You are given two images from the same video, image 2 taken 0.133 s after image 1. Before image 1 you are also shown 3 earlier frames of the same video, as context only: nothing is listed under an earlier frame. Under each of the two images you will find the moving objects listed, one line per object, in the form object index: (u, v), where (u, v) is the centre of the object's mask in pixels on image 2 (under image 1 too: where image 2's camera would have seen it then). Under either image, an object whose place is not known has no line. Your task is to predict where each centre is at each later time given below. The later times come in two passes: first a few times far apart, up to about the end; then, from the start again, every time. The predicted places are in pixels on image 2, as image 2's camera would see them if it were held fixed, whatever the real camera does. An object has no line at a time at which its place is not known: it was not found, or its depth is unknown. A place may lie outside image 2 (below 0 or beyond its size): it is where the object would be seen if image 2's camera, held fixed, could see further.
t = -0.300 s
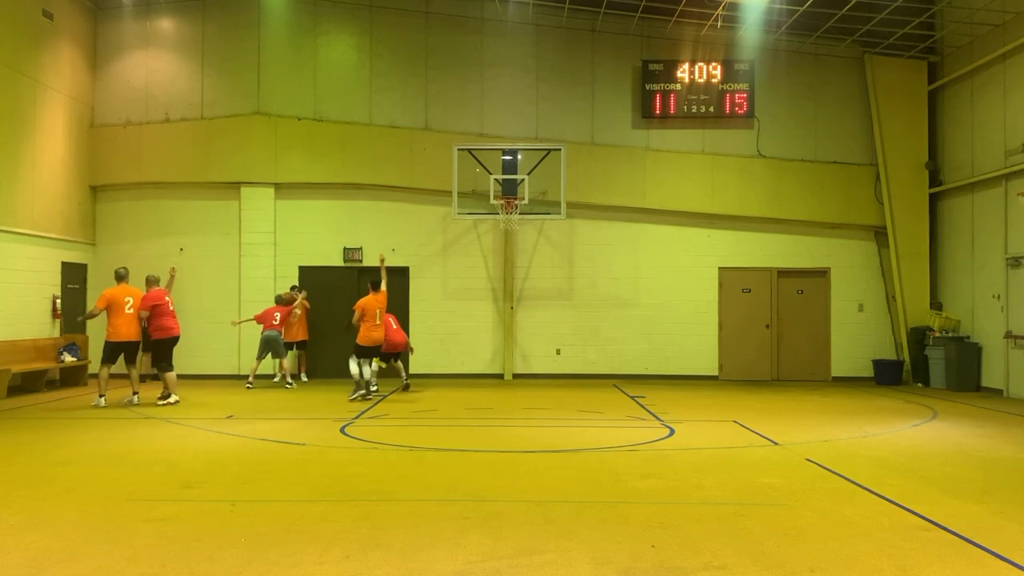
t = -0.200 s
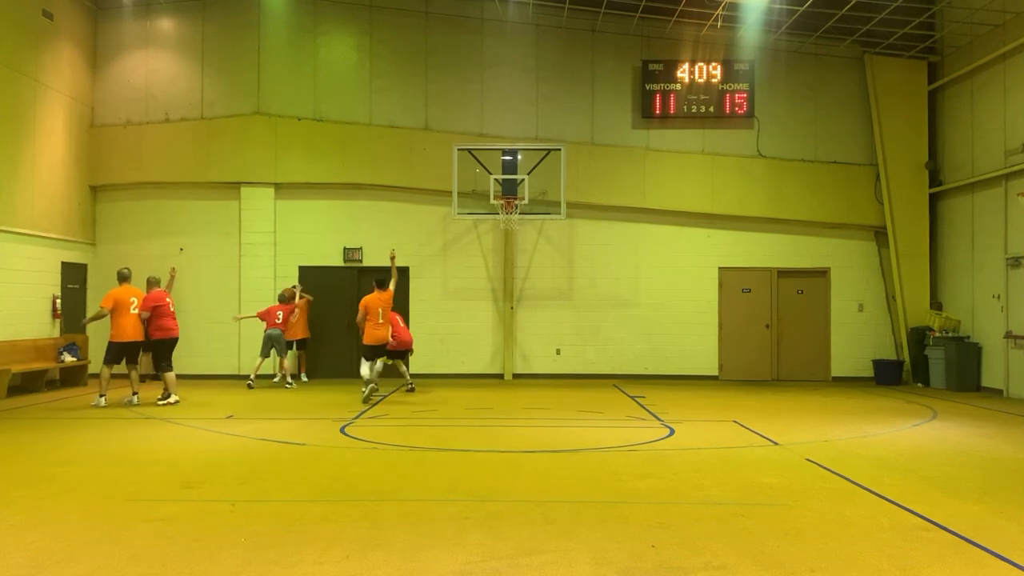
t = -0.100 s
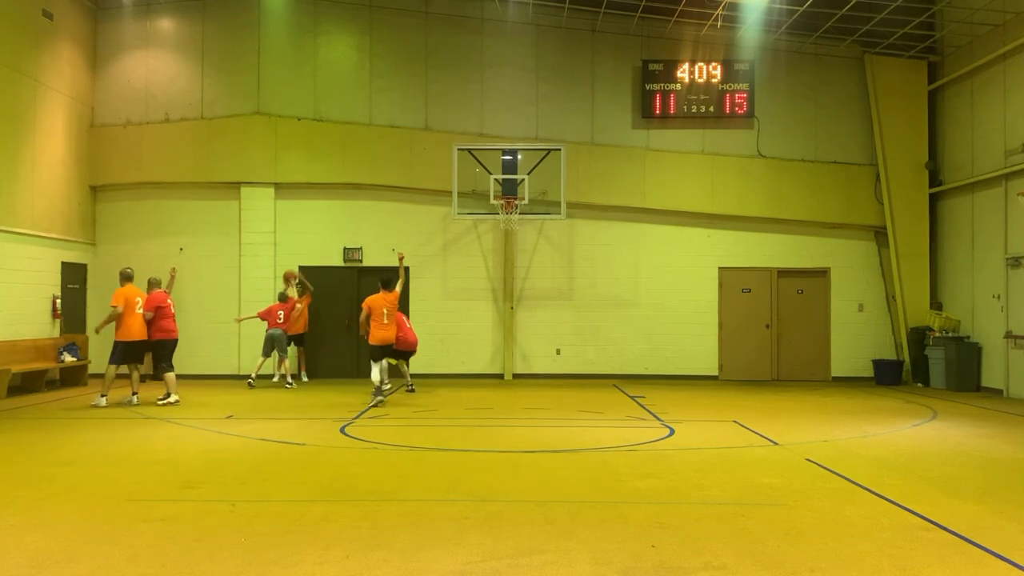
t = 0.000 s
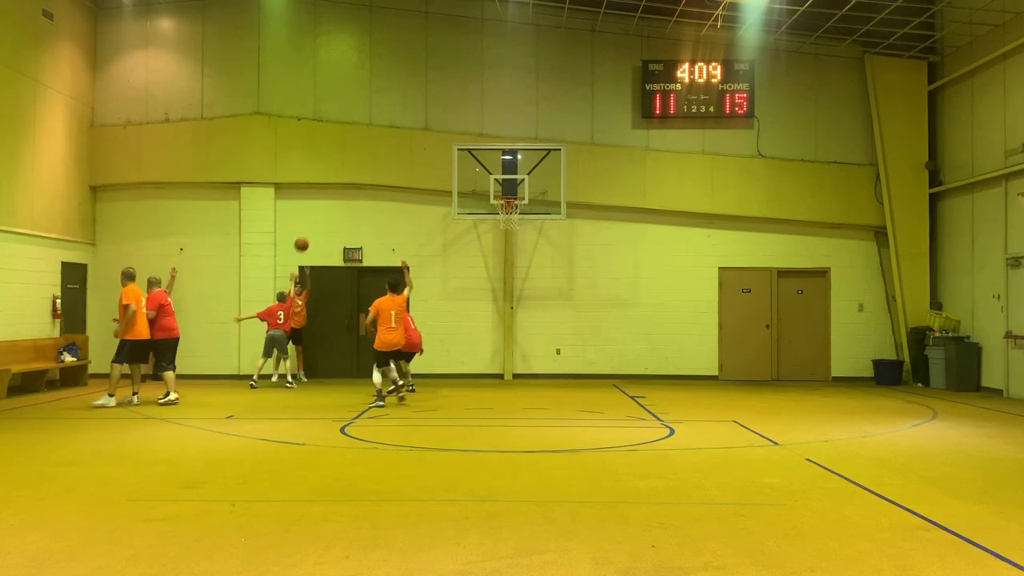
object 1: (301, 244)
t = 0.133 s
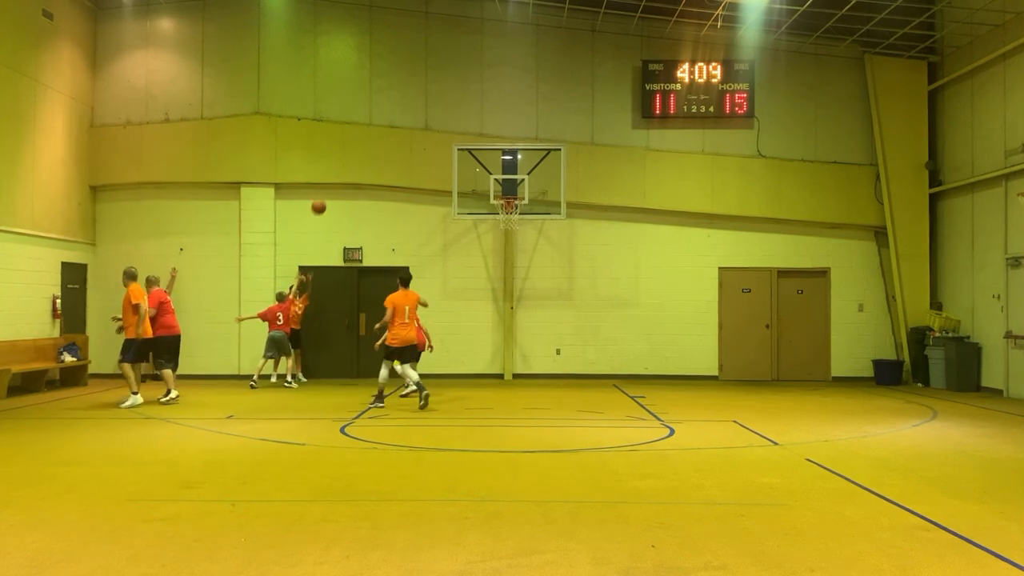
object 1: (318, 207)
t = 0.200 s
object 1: (327, 191)
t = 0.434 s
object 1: (362, 153)
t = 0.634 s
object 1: (394, 146)
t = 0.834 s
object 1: (431, 168)
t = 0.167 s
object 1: (323, 199)
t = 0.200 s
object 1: (327, 191)
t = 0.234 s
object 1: (332, 184)
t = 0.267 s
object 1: (337, 177)
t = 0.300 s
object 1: (342, 171)
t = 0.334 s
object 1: (347, 166)
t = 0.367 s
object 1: (352, 161)
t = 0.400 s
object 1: (357, 157)
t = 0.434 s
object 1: (362, 153)
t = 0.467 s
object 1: (367, 150)
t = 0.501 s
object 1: (372, 148)
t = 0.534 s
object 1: (378, 147)
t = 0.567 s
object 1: (383, 145)
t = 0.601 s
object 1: (388, 145)
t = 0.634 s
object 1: (394, 146)
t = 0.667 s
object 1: (400, 148)
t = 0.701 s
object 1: (406, 150)
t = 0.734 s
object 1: (412, 153)
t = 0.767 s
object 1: (419, 157)
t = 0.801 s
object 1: (425, 162)
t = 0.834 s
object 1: (431, 168)
